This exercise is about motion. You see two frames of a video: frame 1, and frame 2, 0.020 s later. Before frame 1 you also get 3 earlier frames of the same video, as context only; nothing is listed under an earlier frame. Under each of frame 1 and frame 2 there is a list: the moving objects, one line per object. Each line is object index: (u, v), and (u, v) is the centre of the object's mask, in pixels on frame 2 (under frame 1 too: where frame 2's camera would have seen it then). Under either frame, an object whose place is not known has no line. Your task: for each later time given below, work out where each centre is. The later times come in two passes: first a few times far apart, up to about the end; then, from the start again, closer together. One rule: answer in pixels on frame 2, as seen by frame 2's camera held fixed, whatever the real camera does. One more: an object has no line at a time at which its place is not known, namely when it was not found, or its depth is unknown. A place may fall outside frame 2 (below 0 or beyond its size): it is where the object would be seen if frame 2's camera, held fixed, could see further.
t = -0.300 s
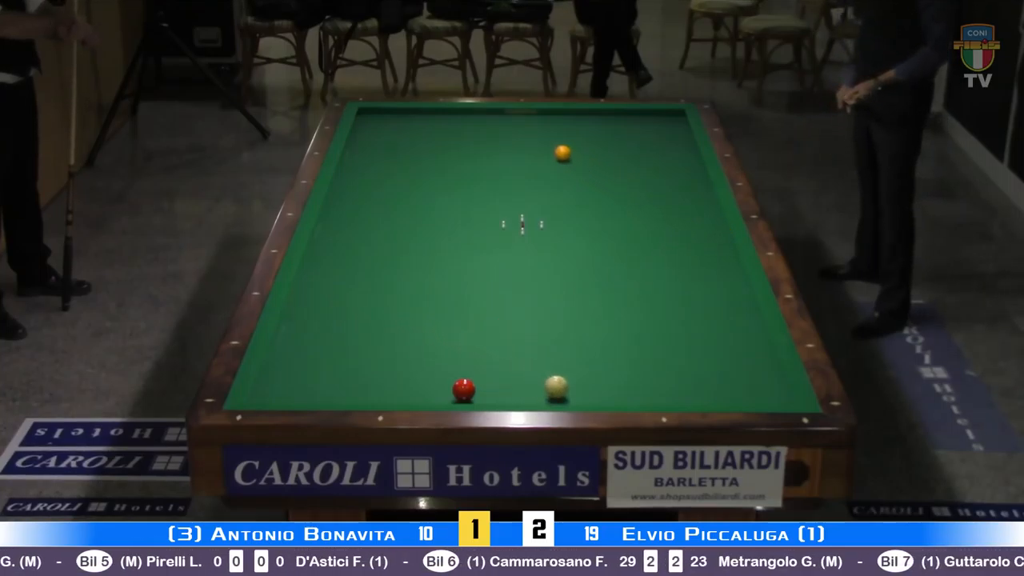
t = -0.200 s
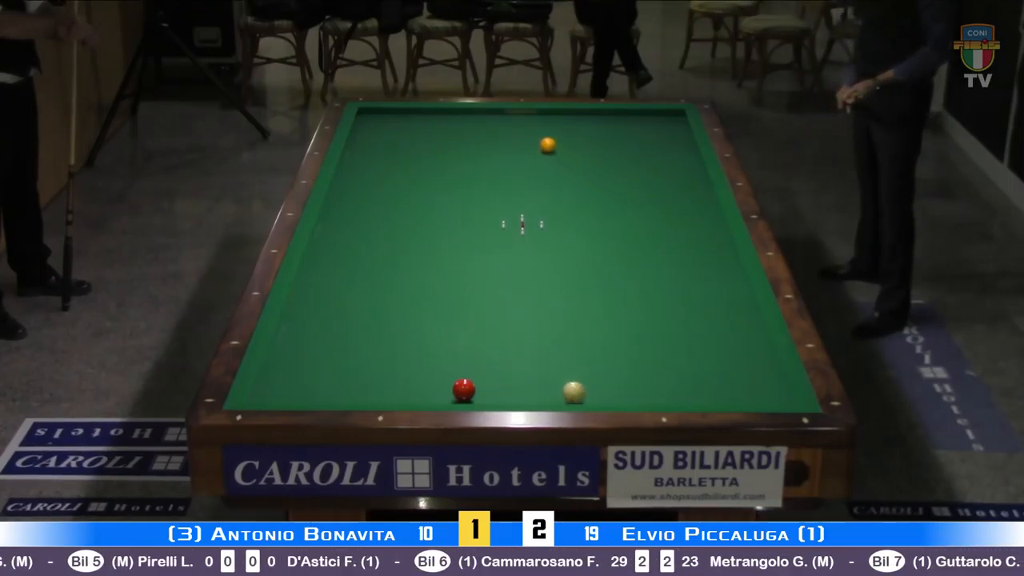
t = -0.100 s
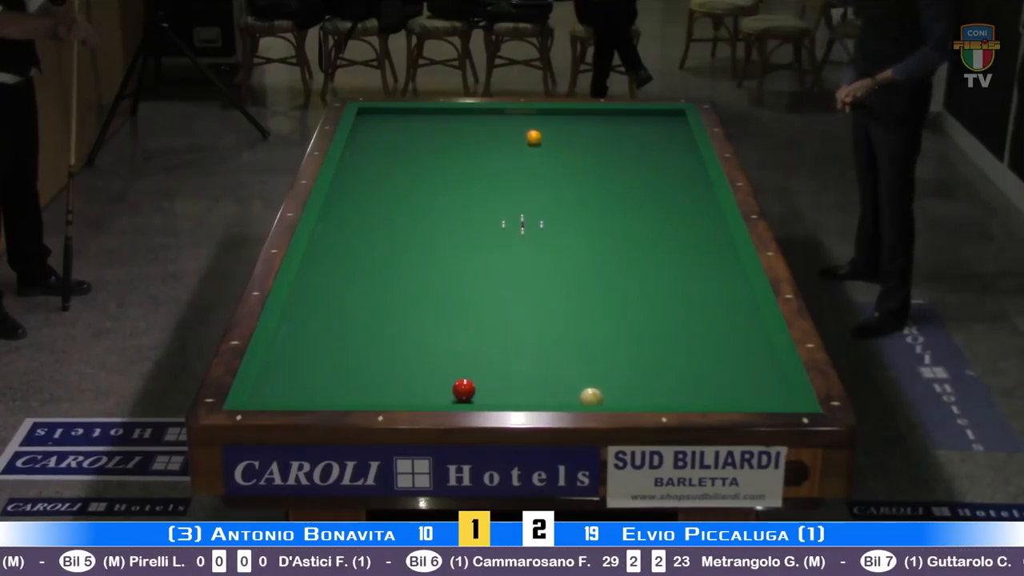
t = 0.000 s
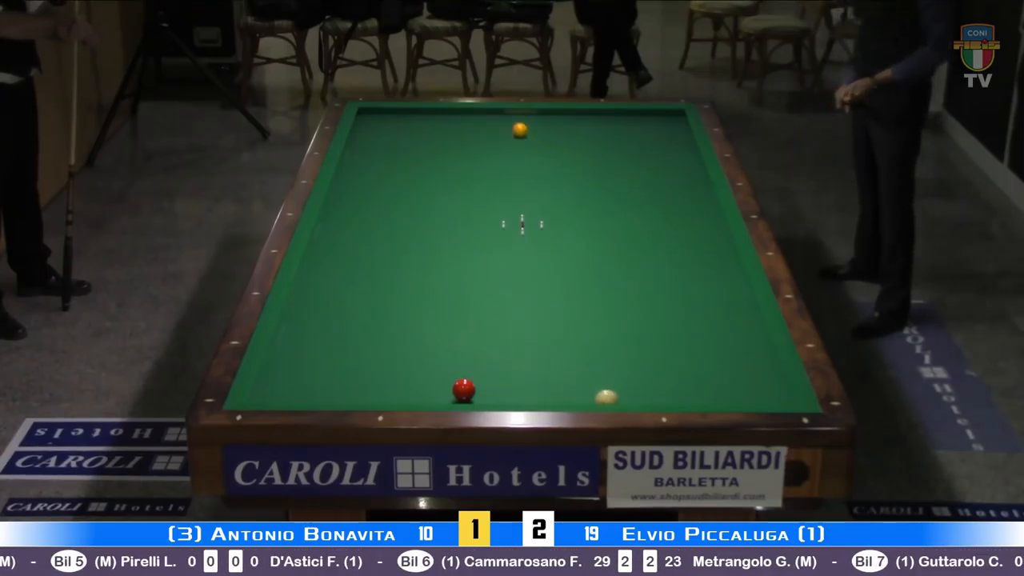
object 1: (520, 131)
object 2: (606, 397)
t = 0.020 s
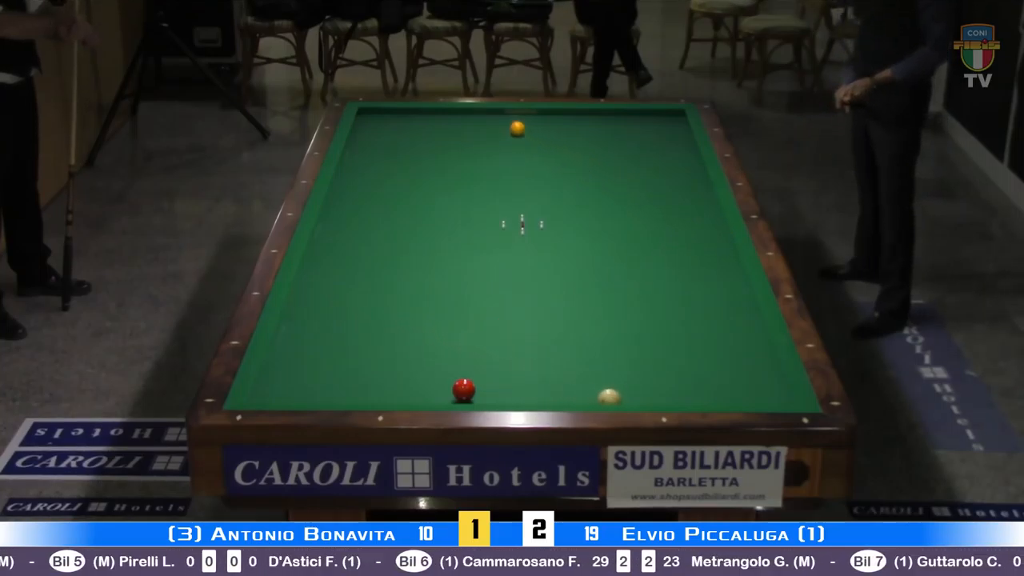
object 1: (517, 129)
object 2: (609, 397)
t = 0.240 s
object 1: (488, 114)
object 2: (638, 392)
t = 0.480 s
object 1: (450, 119)
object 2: (669, 386)
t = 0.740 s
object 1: (406, 129)
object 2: (700, 378)
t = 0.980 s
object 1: (365, 138)
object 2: (727, 372)
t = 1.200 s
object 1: (366, 147)
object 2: (751, 366)
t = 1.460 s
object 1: (387, 158)
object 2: (763, 359)
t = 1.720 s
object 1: (409, 170)
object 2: (745, 351)
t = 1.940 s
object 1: (427, 179)
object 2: (730, 345)
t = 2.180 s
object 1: (448, 191)
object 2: (715, 339)
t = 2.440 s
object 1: (471, 203)
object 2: (700, 333)
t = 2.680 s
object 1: (491, 214)
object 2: (687, 328)
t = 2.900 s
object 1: (511, 225)
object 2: (676, 324)
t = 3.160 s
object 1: (536, 237)
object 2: (663, 319)
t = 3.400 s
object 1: (559, 250)
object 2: (652, 315)
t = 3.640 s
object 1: (582, 261)
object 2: (642, 311)
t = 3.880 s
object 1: (606, 275)
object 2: (632, 307)
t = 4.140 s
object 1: (632, 287)
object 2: (623, 304)
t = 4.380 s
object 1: (657, 302)
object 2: (615, 300)
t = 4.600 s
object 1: (680, 314)
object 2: (608, 298)
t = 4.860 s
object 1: (707, 329)
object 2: (601, 295)
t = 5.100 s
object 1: (733, 343)
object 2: (595, 293)
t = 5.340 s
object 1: (760, 357)
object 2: (589, 291)
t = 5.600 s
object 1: (766, 370)
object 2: (584, 289)
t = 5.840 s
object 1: (759, 381)
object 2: (580, 287)
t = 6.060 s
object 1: (753, 390)
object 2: (577, 286)
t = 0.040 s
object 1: (514, 128)
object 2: (612, 396)
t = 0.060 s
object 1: (511, 126)
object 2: (614, 396)
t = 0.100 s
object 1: (506, 123)
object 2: (620, 395)
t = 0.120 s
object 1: (504, 122)
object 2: (623, 395)
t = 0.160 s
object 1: (498, 119)
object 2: (628, 394)
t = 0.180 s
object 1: (496, 118)
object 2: (631, 393)
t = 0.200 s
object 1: (494, 116)
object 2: (634, 393)
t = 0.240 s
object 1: (488, 114)
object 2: (638, 392)
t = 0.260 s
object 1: (486, 112)
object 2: (641, 392)
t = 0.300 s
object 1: (481, 111)
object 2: (647, 392)
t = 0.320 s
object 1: (477, 112)
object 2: (649, 391)
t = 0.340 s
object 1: (474, 113)
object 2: (651, 390)
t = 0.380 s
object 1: (467, 115)
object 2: (656, 389)
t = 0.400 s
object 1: (464, 116)
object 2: (659, 388)
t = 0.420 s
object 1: (460, 117)
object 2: (661, 388)
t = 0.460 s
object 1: (453, 118)
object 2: (666, 386)
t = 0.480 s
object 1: (450, 119)
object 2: (669, 386)
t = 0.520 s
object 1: (444, 121)
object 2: (673, 385)
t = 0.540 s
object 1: (440, 121)
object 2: (676, 384)
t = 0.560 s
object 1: (437, 122)
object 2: (678, 384)
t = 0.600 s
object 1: (430, 124)
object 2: (683, 382)
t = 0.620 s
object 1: (427, 124)
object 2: (686, 382)
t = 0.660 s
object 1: (420, 126)
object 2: (691, 381)
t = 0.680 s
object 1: (417, 126)
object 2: (693, 380)
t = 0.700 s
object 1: (413, 127)
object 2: (696, 380)
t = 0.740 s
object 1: (406, 129)
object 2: (700, 378)
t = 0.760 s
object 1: (403, 130)
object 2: (703, 378)
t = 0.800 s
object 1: (396, 131)
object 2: (707, 377)
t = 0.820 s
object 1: (393, 132)
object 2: (709, 376)
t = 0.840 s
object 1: (389, 133)
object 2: (711, 375)
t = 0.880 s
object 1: (382, 135)
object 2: (716, 375)
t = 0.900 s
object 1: (379, 135)
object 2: (718, 374)
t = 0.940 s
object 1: (372, 137)
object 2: (723, 373)
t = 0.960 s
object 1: (368, 138)
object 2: (725, 372)
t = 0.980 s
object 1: (365, 138)
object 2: (727, 372)
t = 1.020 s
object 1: (358, 140)
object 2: (732, 371)
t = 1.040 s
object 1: (354, 141)
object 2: (734, 370)
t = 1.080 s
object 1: (355, 142)
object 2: (738, 369)
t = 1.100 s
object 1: (357, 143)
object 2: (741, 368)
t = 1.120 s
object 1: (359, 144)
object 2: (743, 368)
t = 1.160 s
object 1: (363, 146)
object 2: (747, 367)
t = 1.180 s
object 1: (365, 146)
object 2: (749, 366)
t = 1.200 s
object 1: (366, 147)
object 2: (751, 366)
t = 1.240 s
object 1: (369, 149)
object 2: (755, 365)
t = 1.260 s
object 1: (371, 150)
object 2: (758, 364)
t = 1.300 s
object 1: (374, 151)
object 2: (762, 363)
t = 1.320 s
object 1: (376, 152)
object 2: (764, 363)
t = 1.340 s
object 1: (378, 153)
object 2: (766, 362)
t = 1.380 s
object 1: (381, 155)
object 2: (769, 361)
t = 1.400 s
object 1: (383, 156)
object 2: (768, 361)
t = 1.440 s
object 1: (386, 157)
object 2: (764, 360)
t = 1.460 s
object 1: (387, 158)
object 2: (763, 359)
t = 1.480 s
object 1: (389, 159)
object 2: (761, 358)
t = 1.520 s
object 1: (393, 161)
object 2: (758, 357)
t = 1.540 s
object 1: (394, 162)
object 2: (757, 356)
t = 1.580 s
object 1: (397, 163)
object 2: (754, 355)
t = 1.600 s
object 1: (399, 164)
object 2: (753, 355)
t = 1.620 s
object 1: (400, 165)
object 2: (752, 354)
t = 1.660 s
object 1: (404, 167)
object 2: (749, 353)
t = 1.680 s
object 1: (406, 168)
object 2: (747, 352)
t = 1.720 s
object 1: (409, 170)
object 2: (745, 351)
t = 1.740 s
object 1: (410, 171)
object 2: (743, 351)
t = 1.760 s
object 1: (412, 172)
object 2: (742, 350)
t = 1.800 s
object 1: (416, 173)
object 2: (739, 349)
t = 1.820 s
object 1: (417, 174)
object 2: (738, 348)
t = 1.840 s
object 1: (419, 175)
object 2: (737, 348)
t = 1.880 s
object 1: (422, 177)
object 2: (734, 347)
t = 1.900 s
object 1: (424, 178)
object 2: (732, 346)
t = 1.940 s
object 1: (427, 179)
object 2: (730, 345)
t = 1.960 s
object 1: (429, 181)
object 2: (729, 345)
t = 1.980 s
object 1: (431, 181)
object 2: (727, 344)
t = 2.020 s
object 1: (434, 183)
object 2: (725, 343)
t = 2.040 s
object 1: (436, 184)
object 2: (724, 343)
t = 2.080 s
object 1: (440, 186)
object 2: (721, 342)
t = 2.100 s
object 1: (441, 187)
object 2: (720, 341)
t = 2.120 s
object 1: (443, 188)
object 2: (719, 341)
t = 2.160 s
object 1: (446, 190)
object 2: (716, 340)
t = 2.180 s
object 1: (448, 191)
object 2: (715, 339)
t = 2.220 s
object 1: (452, 193)
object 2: (713, 338)
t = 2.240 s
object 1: (453, 193)
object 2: (712, 338)
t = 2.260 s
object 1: (455, 194)
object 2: (711, 337)
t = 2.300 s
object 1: (459, 196)
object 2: (708, 336)
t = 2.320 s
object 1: (461, 197)
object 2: (706, 336)
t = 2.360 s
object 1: (464, 199)
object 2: (704, 335)
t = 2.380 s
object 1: (466, 200)
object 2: (703, 334)
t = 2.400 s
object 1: (468, 201)
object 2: (702, 334)
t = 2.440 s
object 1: (471, 203)
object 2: (700, 333)
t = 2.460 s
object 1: (473, 204)
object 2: (699, 333)
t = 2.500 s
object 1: (477, 206)
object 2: (696, 332)
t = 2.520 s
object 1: (478, 207)
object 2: (695, 331)
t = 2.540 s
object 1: (480, 207)
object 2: (694, 331)
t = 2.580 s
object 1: (484, 209)
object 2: (692, 330)
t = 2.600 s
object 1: (484, 210)
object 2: (692, 330)
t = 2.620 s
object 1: (485, 210)
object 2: (691, 330)
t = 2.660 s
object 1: (489, 213)
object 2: (688, 329)
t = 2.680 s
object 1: (491, 214)
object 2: (687, 328)
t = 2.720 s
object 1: (494, 215)
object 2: (686, 327)
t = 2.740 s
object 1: (496, 216)
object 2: (684, 327)
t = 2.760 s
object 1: (498, 217)
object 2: (683, 327)
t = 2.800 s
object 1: (502, 219)
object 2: (681, 326)
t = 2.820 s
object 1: (504, 221)
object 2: (680, 326)
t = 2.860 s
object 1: (508, 222)
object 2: (678, 324)
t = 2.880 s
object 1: (509, 223)
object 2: (677, 324)
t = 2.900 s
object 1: (511, 225)
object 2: (676, 324)
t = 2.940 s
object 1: (515, 227)
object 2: (674, 323)
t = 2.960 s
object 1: (517, 228)
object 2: (673, 323)
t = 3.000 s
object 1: (522, 230)
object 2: (671, 322)
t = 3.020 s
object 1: (523, 231)
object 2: (670, 322)
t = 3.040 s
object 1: (525, 232)
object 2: (669, 321)
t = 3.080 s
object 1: (528, 233)
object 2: (667, 320)
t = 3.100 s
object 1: (530, 234)
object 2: (667, 320)
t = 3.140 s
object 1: (534, 236)
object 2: (664, 319)
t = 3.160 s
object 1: (536, 237)
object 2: (663, 319)
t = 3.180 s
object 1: (538, 238)
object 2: (662, 319)
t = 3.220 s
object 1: (541, 240)
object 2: (661, 318)
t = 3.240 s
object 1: (544, 241)
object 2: (659, 318)
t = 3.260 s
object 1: (545, 242)
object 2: (658, 317)
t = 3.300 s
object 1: (549, 244)
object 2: (657, 317)
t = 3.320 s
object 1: (551, 246)
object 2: (656, 316)
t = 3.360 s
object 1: (555, 248)
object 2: (654, 316)
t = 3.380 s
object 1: (556, 249)
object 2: (653, 315)
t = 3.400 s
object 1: (559, 250)
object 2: (652, 315)
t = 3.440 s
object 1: (562, 252)
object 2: (651, 314)
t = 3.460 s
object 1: (565, 253)
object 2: (650, 314)
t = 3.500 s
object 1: (569, 255)
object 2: (648, 313)
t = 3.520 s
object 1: (570, 256)
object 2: (647, 313)
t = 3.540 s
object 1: (572, 257)
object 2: (646, 312)
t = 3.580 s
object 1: (576, 258)
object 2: (644, 312)
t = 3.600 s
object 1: (578, 259)
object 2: (643, 311)
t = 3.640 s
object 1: (582, 261)
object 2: (642, 311)
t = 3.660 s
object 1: (584, 261)
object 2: (641, 310)
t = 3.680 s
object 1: (586, 262)
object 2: (640, 310)
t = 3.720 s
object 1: (590, 266)
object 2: (639, 310)
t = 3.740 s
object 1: (592, 268)
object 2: (638, 309)
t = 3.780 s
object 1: (596, 270)
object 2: (636, 309)
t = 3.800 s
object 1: (598, 271)
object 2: (635, 308)
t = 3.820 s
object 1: (600, 272)
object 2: (635, 308)
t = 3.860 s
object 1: (604, 274)
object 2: (633, 307)
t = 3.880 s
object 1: (606, 275)
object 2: (632, 307)
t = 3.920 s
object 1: (610, 277)
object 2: (631, 307)
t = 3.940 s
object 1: (612, 278)
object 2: (630, 306)
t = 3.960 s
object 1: (614, 279)
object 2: (629, 306)
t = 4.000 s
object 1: (618, 281)
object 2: (628, 306)
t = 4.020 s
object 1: (620, 281)
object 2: (627, 305)
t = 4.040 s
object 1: (622, 282)
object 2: (626, 305)
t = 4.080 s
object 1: (626, 284)
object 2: (625, 304)
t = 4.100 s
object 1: (628, 285)
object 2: (624, 304)
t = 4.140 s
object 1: (632, 287)
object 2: (623, 304)
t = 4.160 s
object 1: (635, 288)
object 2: (622, 303)
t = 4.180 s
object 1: (637, 290)
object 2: (622, 303)
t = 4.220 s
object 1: (641, 293)
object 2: (620, 302)
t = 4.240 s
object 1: (643, 294)
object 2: (619, 302)
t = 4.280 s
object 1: (646, 296)
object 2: (618, 302)
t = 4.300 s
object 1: (649, 297)
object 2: (617, 302)
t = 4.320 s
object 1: (651, 298)
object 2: (617, 301)
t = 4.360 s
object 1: (655, 301)
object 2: (616, 301)
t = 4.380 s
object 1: (657, 302)
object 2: (615, 300)
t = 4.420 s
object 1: (661, 304)
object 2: (614, 300)
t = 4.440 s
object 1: (663, 305)
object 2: (613, 300)
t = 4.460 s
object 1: (665, 306)
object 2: (612, 300)
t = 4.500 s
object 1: (669, 309)
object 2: (611, 299)
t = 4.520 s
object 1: (671, 310)
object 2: (610, 299)
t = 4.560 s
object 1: (676, 312)
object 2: (609, 298)
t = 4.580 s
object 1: (678, 313)
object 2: (609, 298)
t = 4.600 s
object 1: (680, 314)
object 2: (608, 298)
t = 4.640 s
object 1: (684, 316)
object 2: (607, 297)
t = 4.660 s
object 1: (686, 318)
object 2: (606, 297)
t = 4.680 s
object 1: (688, 319)
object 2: (606, 297)
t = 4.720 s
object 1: (693, 321)
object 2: (605, 296)
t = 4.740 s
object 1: (694, 322)
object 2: (604, 296)
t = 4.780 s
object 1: (699, 324)
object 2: (603, 296)
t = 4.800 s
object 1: (701, 325)
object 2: (602, 296)
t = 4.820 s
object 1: (703, 326)
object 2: (602, 295)
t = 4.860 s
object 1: (707, 329)
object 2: (601, 295)
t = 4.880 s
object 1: (710, 330)
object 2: (600, 295)
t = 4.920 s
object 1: (714, 332)
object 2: (599, 295)
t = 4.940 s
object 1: (716, 333)
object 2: (599, 294)
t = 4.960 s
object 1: (718, 335)
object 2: (598, 294)
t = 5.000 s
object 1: (723, 337)
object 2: (597, 294)
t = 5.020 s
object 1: (724, 338)
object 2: (597, 294)
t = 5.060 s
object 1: (729, 340)
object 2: (596, 293)
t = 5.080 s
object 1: (731, 341)
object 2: (595, 293)
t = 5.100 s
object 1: (733, 343)
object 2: (595, 293)
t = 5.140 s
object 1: (738, 345)
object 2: (594, 293)
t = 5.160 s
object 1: (740, 346)
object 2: (593, 292)
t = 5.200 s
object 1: (744, 349)
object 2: (592, 292)
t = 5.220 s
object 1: (746, 350)
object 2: (592, 292)
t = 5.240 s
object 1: (748, 351)
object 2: (591, 292)
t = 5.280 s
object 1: (753, 354)
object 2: (591, 291)
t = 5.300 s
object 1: (755, 355)
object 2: (590, 291)
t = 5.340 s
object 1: (760, 357)
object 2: (589, 291)
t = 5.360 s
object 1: (762, 358)
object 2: (589, 291)
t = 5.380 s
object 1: (764, 359)
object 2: (588, 291)
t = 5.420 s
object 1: (768, 362)
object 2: (588, 290)
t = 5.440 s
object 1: (770, 363)
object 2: (587, 290)
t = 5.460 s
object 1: (770, 364)
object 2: (587, 290)
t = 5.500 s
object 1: (769, 366)
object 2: (586, 289)
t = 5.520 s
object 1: (768, 367)
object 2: (586, 289)
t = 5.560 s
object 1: (767, 368)
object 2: (585, 289)
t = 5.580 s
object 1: (766, 369)
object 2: (584, 289)
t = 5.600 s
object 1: (766, 370)
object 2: (584, 289)
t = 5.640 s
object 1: (764, 372)
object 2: (583, 289)
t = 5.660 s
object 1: (764, 373)
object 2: (583, 289)
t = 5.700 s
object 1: (763, 375)
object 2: (582, 288)
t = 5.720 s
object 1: (762, 375)
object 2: (582, 288)
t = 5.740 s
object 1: (761, 376)
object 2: (581, 288)
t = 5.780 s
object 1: (760, 378)
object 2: (581, 288)
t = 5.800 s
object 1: (760, 379)
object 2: (580, 288)
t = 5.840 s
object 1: (759, 381)
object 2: (580, 287)
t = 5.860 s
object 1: (758, 382)
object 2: (579, 287)
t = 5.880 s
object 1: (758, 383)
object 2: (579, 287)
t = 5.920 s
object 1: (756, 384)
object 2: (579, 287)
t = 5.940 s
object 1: (756, 385)
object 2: (578, 287)
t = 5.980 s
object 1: (755, 387)
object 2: (578, 287)
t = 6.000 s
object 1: (754, 388)
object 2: (577, 287)
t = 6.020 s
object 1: (754, 389)
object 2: (577, 287)
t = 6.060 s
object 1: (753, 390)
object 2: (577, 286)
